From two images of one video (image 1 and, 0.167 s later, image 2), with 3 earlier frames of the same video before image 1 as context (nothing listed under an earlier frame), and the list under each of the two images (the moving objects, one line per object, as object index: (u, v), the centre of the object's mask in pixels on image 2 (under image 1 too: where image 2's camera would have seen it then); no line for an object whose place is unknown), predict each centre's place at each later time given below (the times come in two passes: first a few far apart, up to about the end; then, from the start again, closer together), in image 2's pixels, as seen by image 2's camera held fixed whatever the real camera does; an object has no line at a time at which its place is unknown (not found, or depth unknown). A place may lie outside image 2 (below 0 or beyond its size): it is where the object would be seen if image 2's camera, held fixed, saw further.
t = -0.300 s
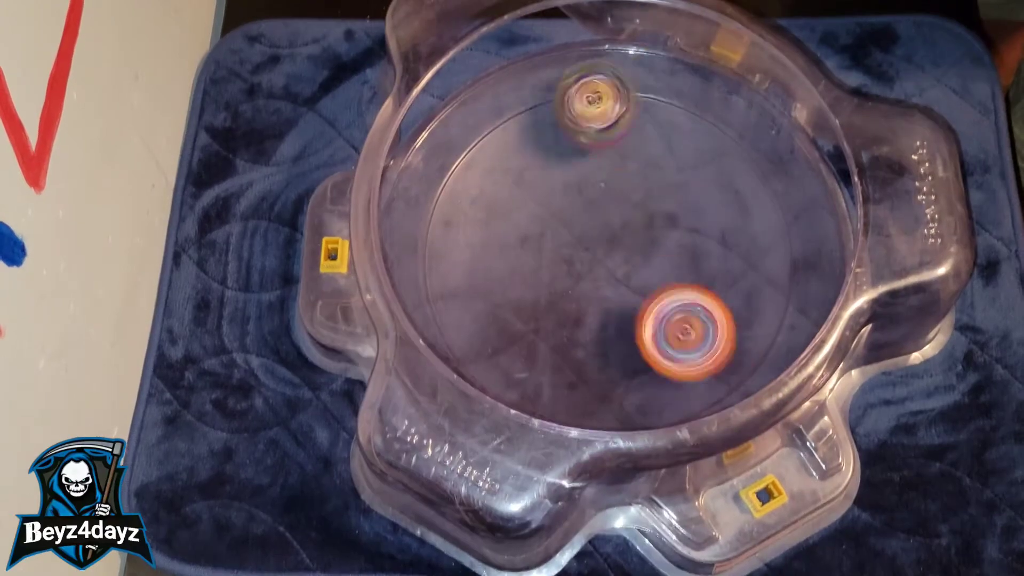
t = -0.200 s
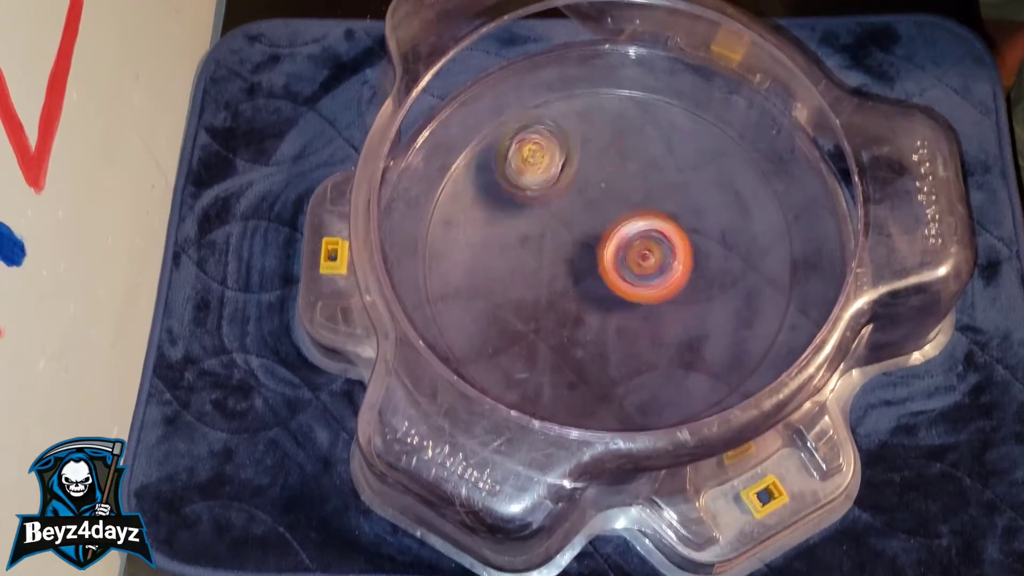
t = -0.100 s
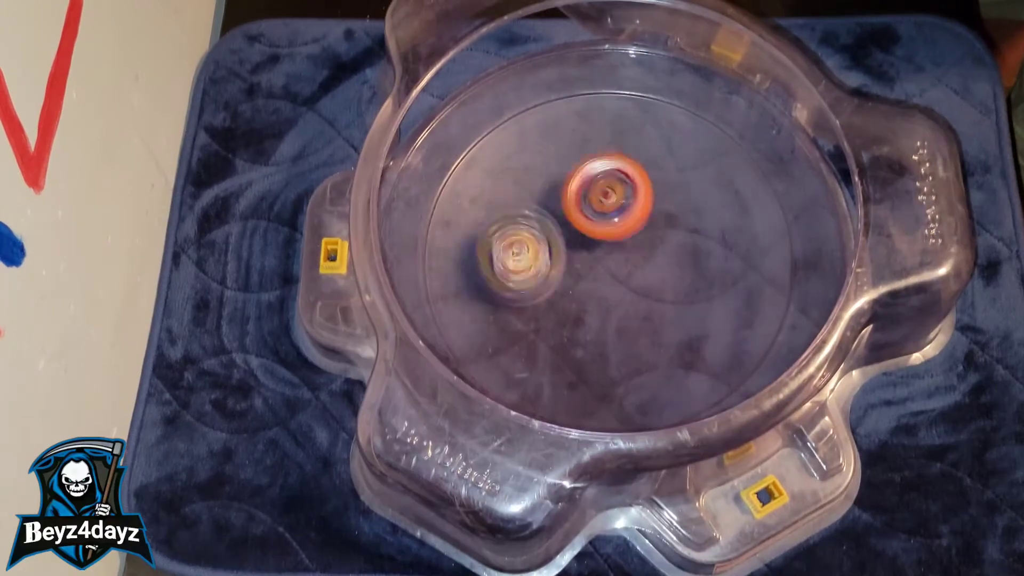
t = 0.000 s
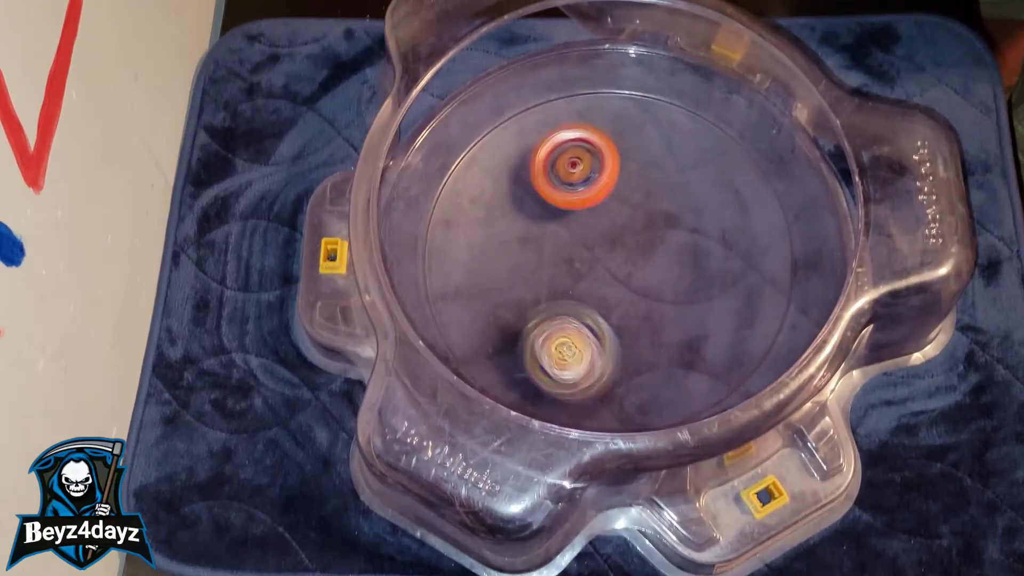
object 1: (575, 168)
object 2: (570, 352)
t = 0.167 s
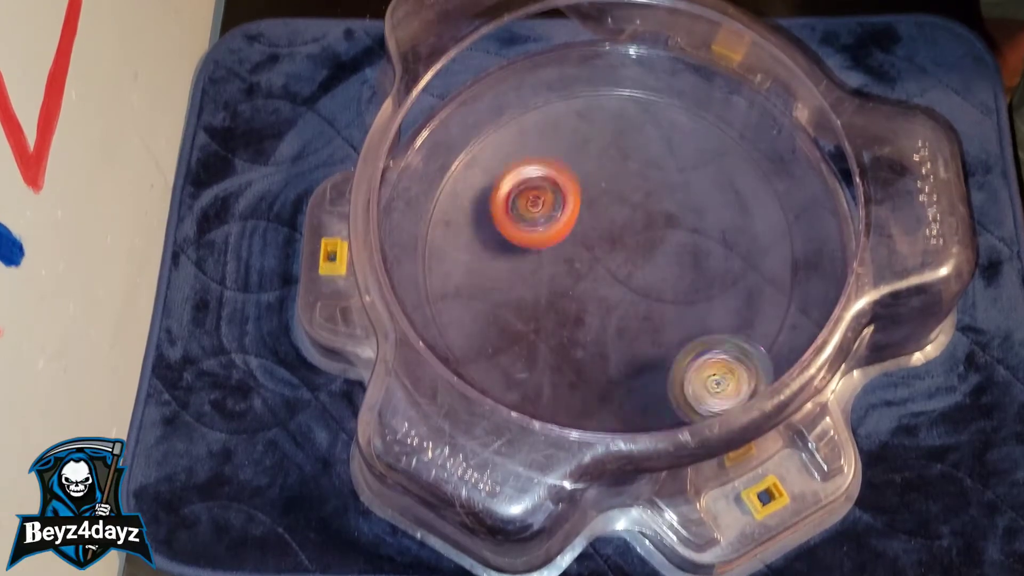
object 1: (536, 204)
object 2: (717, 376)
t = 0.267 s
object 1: (531, 263)
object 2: (780, 305)
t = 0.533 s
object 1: (653, 359)
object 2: (641, 115)
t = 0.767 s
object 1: (706, 251)
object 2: (432, 265)
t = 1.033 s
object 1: (565, 193)
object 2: (681, 390)
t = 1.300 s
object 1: (503, 290)
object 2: (729, 147)
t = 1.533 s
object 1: (607, 326)
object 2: (477, 133)
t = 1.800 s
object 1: (658, 209)
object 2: (547, 389)
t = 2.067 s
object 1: (554, 168)
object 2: (776, 251)
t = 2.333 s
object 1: (538, 274)
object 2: (564, 87)
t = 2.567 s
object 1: (654, 290)
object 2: (441, 289)
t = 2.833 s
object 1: (683, 192)
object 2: (712, 364)
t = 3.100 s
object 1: (571, 197)
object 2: (723, 118)
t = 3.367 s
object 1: (568, 306)
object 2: (472, 161)
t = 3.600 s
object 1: (652, 320)
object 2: (540, 378)
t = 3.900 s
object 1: (658, 211)
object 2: (788, 252)
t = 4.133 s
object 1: (550, 207)
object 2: (622, 100)
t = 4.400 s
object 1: (531, 302)
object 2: (428, 264)
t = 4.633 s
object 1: (650, 324)
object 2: (588, 393)
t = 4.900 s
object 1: (724, 172)
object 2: (701, 286)
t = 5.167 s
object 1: (627, 96)
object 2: (517, 182)
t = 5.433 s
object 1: (534, 191)
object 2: (457, 293)
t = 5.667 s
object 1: (620, 253)
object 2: (563, 364)
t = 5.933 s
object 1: (748, 165)
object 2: (653, 333)
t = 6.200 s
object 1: (653, 160)
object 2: (605, 297)
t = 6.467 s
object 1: (661, 243)
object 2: (489, 277)
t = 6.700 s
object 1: (705, 277)
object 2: (459, 305)
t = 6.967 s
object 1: (670, 272)
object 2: (562, 259)
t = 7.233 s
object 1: (658, 322)
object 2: (595, 118)
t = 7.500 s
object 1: (637, 301)
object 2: (582, 103)
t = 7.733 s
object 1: (547, 284)
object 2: (625, 201)
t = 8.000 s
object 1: (468, 325)
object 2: (730, 268)
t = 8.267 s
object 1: (508, 287)
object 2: (727, 303)
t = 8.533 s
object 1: (553, 218)
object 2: (604, 315)
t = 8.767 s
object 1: (603, 178)
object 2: (506, 300)
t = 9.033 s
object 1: (670, 169)
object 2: (477, 264)
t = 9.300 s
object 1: (713, 202)
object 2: (550, 201)
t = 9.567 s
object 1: (689, 265)
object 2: (641, 154)
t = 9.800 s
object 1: (639, 306)
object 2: (686, 159)
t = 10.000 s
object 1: (586, 317)
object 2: (685, 217)
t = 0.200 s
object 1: (532, 222)
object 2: (740, 356)
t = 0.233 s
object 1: (530, 242)
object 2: (761, 333)
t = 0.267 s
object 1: (531, 263)
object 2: (780, 305)
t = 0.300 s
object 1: (536, 286)
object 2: (787, 270)
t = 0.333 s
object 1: (544, 305)
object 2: (786, 237)
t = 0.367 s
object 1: (556, 324)
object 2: (782, 204)
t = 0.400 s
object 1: (571, 339)
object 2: (765, 173)
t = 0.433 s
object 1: (589, 351)
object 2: (742, 149)
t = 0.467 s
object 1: (610, 358)
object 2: (715, 130)
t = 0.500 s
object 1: (632, 361)
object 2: (677, 118)
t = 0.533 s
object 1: (653, 359)
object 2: (641, 115)
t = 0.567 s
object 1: (673, 353)
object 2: (599, 118)
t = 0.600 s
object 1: (690, 342)
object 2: (562, 128)
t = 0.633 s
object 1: (704, 327)
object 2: (524, 148)
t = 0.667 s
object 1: (713, 310)
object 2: (492, 171)
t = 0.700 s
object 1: (716, 291)
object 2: (467, 199)
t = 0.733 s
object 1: (714, 271)
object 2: (445, 229)
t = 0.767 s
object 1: (706, 251)
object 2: (432, 265)
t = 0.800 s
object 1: (697, 234)
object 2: (436, 295)
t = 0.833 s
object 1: (682, 218)
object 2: (456, 328)
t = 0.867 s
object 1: (664, 206)
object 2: (481, 353)
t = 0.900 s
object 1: (645, 197)
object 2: (516, 377)
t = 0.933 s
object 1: (626, 191)
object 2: (556, 393)
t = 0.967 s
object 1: (606, 188)
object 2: (596, 400)
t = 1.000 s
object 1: (585, 189)
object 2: (641, 399)
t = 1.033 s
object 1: (565, 193)
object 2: (681, 390)
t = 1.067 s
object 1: (548, 199)
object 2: (718, 375)
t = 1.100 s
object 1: (531, 209)
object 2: (750, 352)
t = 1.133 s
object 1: (518, 222)
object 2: (769, 320)
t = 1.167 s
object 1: (508, 235)
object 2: (781, 280)
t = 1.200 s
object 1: (501, 249)
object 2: (780, 246)
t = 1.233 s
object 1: (499, 263)
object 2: (771, 210)
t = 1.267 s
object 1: (500, 278)
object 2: (752, 174)
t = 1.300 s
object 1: (503, 290)
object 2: (729, 147)
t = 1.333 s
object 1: (511, 304)
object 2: (700, 120)
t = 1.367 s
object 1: (522, 315)
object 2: (665, 104)
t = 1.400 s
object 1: (535, 324)
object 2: (626, 90)
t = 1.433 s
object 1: (552, 330)
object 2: (591, 85)
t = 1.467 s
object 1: (570, 332)
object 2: (551, 86)
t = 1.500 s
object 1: (589, 331)
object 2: (511, 109)
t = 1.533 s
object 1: (607, 326)
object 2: (477, 133)
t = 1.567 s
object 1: (626, 316)
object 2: (452, 163)
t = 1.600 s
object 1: (641, 304)
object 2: (435, 204)
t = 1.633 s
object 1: (653, 290)
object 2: (426, 243)
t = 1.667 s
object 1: (661, 274)
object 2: (435, 282)
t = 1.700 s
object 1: (667, 258)
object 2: (455, 319)
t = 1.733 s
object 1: (667, 241)
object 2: (478, 348)
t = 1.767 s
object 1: (665, 225)
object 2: (511, 373)
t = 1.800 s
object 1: (658, 209)
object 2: (547, 389)
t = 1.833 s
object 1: (650, 195)
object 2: (589, 399)
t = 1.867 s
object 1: (640, 183)
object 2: (628, 401)
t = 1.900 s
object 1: (628, 175)
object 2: (668, 393)
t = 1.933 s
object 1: (614, 168)
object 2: (706, 378)
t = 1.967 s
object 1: (600, 165)
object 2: (736, 357)
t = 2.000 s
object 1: (584, 163)
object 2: (759, 325)
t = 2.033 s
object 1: (569, 164)
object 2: (770, 289)
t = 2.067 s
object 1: (554, 168)
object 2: (776, 251)
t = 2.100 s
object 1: (540, 175)
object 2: (771, 214)
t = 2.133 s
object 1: (529, 185)
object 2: (760, 180)
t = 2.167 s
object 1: (520, 198)
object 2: (740, 147)
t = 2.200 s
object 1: (515, 213)
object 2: (713, 118)
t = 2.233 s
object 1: (515, 229)
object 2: (681, 93)
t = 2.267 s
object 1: (519, 244)
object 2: (644, 85)
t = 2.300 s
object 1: (527, 260)
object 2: (604, 85)
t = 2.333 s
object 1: (538, 274)
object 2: (564, 87)
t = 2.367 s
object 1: (553, 285)
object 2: (527, 101)
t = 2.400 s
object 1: (569, 293)
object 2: (492, 125)
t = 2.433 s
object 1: (588, 299)
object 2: (465, 150)
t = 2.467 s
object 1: (606, 302)
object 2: (447, 182)
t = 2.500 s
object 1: (623, 301)
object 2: (433, 216)
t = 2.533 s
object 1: (639, 297)
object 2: (431, 253)
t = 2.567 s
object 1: (654, 290)
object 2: (441, 289)
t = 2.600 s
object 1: (667, 279)
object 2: (459, 322)
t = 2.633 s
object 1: (677, 268)
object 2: (486, 350)
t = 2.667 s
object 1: (685, 255)
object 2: (519, 370)
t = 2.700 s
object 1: (690, 242)
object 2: (558, 385)
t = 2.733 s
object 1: (693, 229)
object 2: (596, 391)
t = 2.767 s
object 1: (693, 216)
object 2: (638, 391)
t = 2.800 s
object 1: (689, 203)
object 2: (675, 381)
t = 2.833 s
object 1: (683, 192)
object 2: (712, 364)
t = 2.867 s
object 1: (673, 181)
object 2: (742, 338)
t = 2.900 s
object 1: (661, 174)
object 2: (766, 309)
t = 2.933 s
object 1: (647, 168)
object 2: (782, 278)
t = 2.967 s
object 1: (631, 167)
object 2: (789, 243)
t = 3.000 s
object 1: (614, 169)
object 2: (789, 205)
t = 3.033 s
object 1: (599, 175)
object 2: (772, 171)
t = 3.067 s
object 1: (584, 185)
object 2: (748, 144)
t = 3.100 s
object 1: (571, 197)
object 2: (723, 118)
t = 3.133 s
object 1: (561, 211)
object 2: (689, 102)
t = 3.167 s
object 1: (553, 225)
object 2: (657, 90)
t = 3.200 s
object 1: (549, 240)
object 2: (626, 86)
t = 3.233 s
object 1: (548, 256)
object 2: (589, 85)
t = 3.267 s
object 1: (550, 271)
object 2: (555, 93)
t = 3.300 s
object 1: (553, 284)
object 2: (523, 110)
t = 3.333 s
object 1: (560, 296)
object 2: (492, 132)
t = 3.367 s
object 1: (568, 306)
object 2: (472, 161)
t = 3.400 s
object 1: (578, 314)
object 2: (457, 192)
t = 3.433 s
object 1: (589, 320)
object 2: (450, 228)
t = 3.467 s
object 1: (601, 324)
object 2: (453, 264)
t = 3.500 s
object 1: (613, 325)
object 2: (463, 297)
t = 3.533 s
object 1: (626, 326)
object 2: (484, 330)
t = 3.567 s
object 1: (639, 324)
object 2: (510, 359)
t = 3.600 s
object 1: (652, 320)
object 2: (540, 378)
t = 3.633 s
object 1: (665, 313)
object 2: (576, 391)
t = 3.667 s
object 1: (676, 304)
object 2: (614, 397)
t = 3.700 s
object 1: (685, 293)
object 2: (652, 396)
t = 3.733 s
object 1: (690, 279)
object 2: (689, 389)
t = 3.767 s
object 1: (692, 264)
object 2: (724, 372)
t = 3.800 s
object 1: (688, 250)
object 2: (751, 349)
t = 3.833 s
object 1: (681, 235)
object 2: (774, 322)
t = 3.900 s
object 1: (658, 211)
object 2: (788, 252)
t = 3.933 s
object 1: (643, 203)
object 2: (784, 219)
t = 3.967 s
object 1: (626, 198)
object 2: (774, 183)
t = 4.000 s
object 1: (611, 196)
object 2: (753, 153)
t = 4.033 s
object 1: (594, 194)
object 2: (727, 130)
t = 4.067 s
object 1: (578, 197)
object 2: (696, 113)
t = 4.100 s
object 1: (563, 201)
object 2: (659, 104)
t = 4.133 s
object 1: (550, 207)
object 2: (622, 100)
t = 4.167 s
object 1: (538, 215)
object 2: (586, 102)
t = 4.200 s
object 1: (528, 224)
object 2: (553, 113)
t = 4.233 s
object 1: (521, 235)
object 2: (518, 130)
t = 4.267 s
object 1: (516, 246)
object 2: (492, 152)
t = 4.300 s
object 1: (514, 259)
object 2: (465, 178)
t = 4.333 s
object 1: (514, 272)
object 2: (447, 206)
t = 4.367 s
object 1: (518, 285)
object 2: (437, 236)
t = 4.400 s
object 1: (531, 302)
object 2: (428, 264)
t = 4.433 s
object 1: (546, 316)
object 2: (440, 293)
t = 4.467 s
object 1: (562, 326)
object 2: (459, 320)
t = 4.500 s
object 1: (579, 332)
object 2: (478, 343)
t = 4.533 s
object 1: (597, 335)
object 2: (500, 362)
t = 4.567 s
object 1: (615, 334)
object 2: (526, 377)
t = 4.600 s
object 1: (633, 331)
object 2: (556, 387)
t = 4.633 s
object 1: (650, 324)
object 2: (588, 393)
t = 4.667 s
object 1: (670, 311)
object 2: (615, 394)
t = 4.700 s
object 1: (695, 287)
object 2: (635, 393)
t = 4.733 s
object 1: (712, 264)
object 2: (654, 388)
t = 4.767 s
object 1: (725, 241)
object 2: (670, 378)
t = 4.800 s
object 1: (732, 221)
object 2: (686, 362)
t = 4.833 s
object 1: (734, 203)
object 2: (697, 340)
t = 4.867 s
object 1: (731, 186)
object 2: (702, 317)
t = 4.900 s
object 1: (724, 172)
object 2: (701, 286)
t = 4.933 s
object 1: (715, 160)
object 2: (692, 259)
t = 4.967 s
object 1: (704, 148)
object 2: (678, 234)
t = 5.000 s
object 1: (699, 126)
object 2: (654, 218)
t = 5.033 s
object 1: (691, 109)
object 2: (627, 204)
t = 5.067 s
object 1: (680, 96)
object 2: (600, 193)
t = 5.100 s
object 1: (666, 89)
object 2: (572, 185)
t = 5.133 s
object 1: (646, 92)
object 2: (545, 182)
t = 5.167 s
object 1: (627, 96)
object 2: (517, 182)
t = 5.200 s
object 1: (607, 102)
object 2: (488, 187)
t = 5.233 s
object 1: (589, 109)
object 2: (463, 197)
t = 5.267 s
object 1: (574, 117)
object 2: (442, 208)
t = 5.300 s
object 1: (561, 127)
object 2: (429, 224)
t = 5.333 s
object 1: (551, 141)
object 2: (437, 247)
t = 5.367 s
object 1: (542, 156)
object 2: (445, 265)
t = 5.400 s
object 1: (537, 174)
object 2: (449, 281)
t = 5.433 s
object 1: (534, 191)
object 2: (457, 293)
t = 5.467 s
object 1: (535, 208)
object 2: (467, 305)
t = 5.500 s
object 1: (538, 225)
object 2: (481, 315)
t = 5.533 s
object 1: (543, 242)
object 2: (499, 323)
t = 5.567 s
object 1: (558, 249)
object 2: (512, 335)
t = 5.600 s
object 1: (579, 249)
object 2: (524, 349)
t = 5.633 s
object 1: (601, 251)
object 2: (543, 359)
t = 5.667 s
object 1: (620, 253)
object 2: (563, 364)
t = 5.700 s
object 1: (637, 254)
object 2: (585, 364)
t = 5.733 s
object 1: (652, 253)
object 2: (607, 362)
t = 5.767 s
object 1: (666, 251)
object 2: (627, 352)
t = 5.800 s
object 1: (679, 247)
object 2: (648, 338)
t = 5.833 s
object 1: (695, 237)
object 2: (657, 326)
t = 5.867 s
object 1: (719, 209)
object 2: (656, 333)
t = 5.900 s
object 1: (737, 185)
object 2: (655, 335)
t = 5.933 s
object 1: (748, 165)
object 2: (653, 333)
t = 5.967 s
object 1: (753, 148)
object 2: (651, 333)
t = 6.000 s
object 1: (746, 141)
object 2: (647, 329)
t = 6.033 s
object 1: (731, 140)
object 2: (642, 325)
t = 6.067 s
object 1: (713, 141)
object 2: (636, 322)
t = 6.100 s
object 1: (695, 144)
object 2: (630, 317)
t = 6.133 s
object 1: (678, 148)
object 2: (622, 310)
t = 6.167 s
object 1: (663, 152)
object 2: (614, 303)
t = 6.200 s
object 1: (653, 160)
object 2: (605, 297)
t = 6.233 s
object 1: (644, 171)
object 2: (597, 290)
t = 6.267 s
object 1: (637, 182)
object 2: (585, 284)
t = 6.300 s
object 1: (632, 195)
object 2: (575, 275)
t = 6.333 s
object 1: (630, 209)
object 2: (564, 272)
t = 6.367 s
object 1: (639, 217)
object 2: (543, 271)
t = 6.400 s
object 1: (647, 226)
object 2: (522, 271)
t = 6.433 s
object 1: (654, 235)
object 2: (503, 275)
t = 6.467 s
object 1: (661, 243)
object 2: (489, 277)
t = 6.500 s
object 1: (669, 251)
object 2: (472, 281)
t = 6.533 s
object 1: (676, 257)
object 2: (464, 285)
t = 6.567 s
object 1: (683, 263)
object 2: (458, 291)
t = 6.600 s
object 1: (689, 268)
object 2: (453, 295)
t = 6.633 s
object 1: (695, 272)
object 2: (452, 298)
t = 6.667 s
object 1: (700, 275)
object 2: (454, 302)
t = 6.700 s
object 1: (705, 277)
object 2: (459, 305)
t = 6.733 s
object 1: (710, 278)
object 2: (467, 307)
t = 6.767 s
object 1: (713, 278)
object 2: (475, 306)
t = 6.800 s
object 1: (712, 276)
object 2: (487, 304)
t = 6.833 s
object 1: (710, 274)
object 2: (500, 300)
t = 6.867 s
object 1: (703, 272)
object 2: (515, 294)
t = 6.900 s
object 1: (694, 270)
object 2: (531, 285)
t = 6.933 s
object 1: (683, 270)
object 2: (547, 273)
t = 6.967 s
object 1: (670, 272)
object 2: (562, 259)
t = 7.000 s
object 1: (660, 277)
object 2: (574, 242)
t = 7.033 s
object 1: (657, 285)
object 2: (580, 223)
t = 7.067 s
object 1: (657, 292)
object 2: (587, 204)
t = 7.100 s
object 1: (656, 300)
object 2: (591, 185)
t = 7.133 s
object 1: (656, 306)
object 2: (595, 167)
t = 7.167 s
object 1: (656, 312)
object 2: (596, 148)
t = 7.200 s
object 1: (656, 317)
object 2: (596, 132)
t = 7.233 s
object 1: (658, 322)
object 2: (595, 118)
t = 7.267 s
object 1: (659, 326)
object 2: (594, 106)
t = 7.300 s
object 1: (660, 328)
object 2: (592, 99)
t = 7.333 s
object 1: (661, 328)
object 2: (589, 93)
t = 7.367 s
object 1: (661, 325)
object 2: (587, 89)
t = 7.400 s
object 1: (658, 320)
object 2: (585, 90)
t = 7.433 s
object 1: (654, 314)
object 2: (583, 93)
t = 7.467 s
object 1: (646, 308)
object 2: (582, 97)
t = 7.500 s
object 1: (637, 301)
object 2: (582, 103)
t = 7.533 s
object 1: (627, 295)
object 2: (583, 114)
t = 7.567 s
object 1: (616, 290)
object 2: (585, 126)
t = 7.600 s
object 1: (606, 286)
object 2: (587, 141)
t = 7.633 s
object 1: (595, 281)
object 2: (590, 157)
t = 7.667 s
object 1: (584, 277)
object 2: (598, 174)
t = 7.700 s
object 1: (573, 274)
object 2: (607, 193)
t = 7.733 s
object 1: (547, 284)
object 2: (625, 201)
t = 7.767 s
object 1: (521, 294)
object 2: (645, 209)
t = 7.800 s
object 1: (500, 303)
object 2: (665, 213)
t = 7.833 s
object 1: (485, 310)
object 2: (679, 222)
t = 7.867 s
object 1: (476, 315)
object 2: (693, 232)
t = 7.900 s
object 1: (471, 319)
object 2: (703, 242)
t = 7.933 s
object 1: (469, 322)
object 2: (713, 251)
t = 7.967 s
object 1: (467, 324)
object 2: (724, 261)
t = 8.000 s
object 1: (468, 325)
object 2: (730, 268)
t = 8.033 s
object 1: (470, 325)
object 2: (738, 277)
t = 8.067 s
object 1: (475, 324)
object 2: (742, 282)
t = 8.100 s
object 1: (480, 322)
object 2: (745, 287)
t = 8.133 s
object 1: (486, 317)
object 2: (746, 291)
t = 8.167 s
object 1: (492, 311)
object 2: (745, 295)
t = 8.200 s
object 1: (497, 305)
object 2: (741, 297)
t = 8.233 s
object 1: (502, 297)
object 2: (737, 302)
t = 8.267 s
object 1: (508, 287)
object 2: (727, 303)
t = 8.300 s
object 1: (513, 278)
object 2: (717, 307)
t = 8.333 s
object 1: (518, 268)
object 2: (703, 308)
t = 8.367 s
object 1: (522, 260)
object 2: (690, 311)
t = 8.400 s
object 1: (527, 251)
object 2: (671, 313)
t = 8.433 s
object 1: (534, 242)
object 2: (657, 315)
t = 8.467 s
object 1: (539, 234)
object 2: (637, 315)
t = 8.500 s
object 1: (546, 226)
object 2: (623, 316)
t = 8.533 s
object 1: (553, 218)
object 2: (604, 315)
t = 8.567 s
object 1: (558, 211)
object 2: (589, 316)
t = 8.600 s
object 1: (566, 205)
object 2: (570, 314)
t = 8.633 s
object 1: (573, 198)
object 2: (557, 313)
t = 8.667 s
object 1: (580, 192)
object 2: (540, 310)
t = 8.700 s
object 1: (588, 187)
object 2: (530, 308)
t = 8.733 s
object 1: (595, 182)
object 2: (516, 303)
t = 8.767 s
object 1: (603, 178)
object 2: (506, 300)
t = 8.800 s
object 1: (612, 174)
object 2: (494, 296)
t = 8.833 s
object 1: (620, 171)
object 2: (489, 292)
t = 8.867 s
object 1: (629, 169)
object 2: (480, 288)
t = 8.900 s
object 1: (637, 167)
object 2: (476, 285)
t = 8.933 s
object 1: (645, 167)
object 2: (475, 278)
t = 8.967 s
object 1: (654, 167)
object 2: (472, 275)
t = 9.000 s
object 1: (661, 168)
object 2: (475, 268)
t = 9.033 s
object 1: (670, 169)
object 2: (477, 264)
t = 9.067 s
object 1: (677, 170)
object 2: (482, 256)
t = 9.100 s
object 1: (684, 174)
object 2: (488, 250)
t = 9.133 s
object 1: (691, 177)
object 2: (496, 243)
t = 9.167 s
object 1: (697, 180)
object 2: (506, 234)
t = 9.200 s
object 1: (702, 185)
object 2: (514, 228)
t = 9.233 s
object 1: (707, 189)
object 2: (527, 217)
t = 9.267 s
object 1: (710, 196)
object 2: (537, 209)
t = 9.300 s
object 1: (713, 202)
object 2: (550, 201)
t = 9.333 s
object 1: (714, 209)
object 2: (561, 193)
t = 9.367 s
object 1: (713, 216)
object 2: (572, 185)
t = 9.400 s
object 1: (711, 224)
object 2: (585, 179)
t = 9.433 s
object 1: (708, 233)
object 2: (596, 172)
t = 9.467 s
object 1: (705, 242)
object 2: (608, 167)
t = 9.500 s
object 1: (701, 250)
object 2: (619, 163)
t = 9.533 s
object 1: (696, 258)
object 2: (631, 157)
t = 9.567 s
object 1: (689, 265)
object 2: (641, 154)
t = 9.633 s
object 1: (677, 279)
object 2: (661, 149)
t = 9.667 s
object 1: (670, 285)
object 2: (667, 149)
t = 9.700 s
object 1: (663, 291)
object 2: (673, 148)
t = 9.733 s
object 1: (655, 297)
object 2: (679, 151)
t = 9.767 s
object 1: (647, 302)
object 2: (684, 154)
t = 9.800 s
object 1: (639, 306)
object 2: (686, 159)
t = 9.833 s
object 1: (631, 309)
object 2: (689, 165)
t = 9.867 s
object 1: (621, 312)
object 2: (690, 173)
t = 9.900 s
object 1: (612, 314)
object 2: (689, 183)
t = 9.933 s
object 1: (603, 316)
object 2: (689, 192)
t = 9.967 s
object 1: (595, 316)
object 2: (689, 204)
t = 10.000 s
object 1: (586, 317)
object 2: (685, 217)
